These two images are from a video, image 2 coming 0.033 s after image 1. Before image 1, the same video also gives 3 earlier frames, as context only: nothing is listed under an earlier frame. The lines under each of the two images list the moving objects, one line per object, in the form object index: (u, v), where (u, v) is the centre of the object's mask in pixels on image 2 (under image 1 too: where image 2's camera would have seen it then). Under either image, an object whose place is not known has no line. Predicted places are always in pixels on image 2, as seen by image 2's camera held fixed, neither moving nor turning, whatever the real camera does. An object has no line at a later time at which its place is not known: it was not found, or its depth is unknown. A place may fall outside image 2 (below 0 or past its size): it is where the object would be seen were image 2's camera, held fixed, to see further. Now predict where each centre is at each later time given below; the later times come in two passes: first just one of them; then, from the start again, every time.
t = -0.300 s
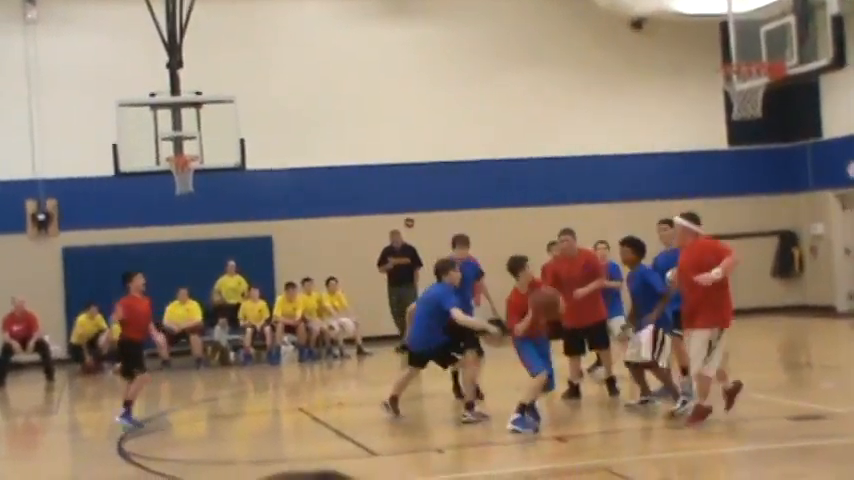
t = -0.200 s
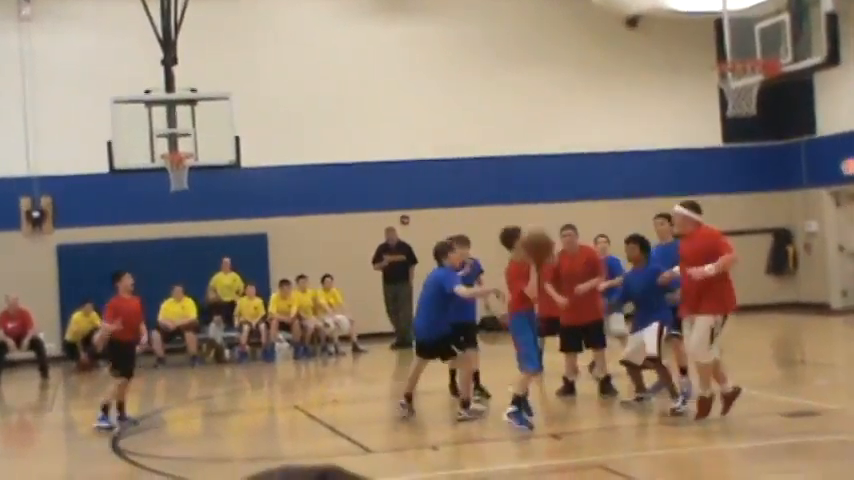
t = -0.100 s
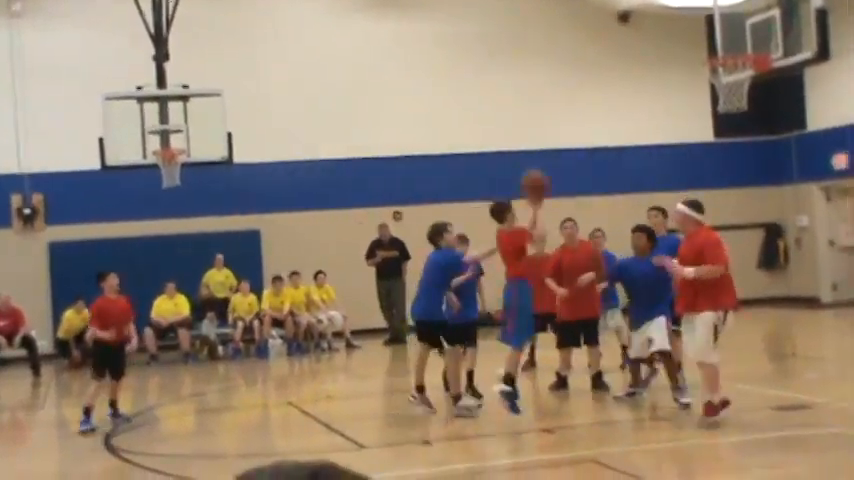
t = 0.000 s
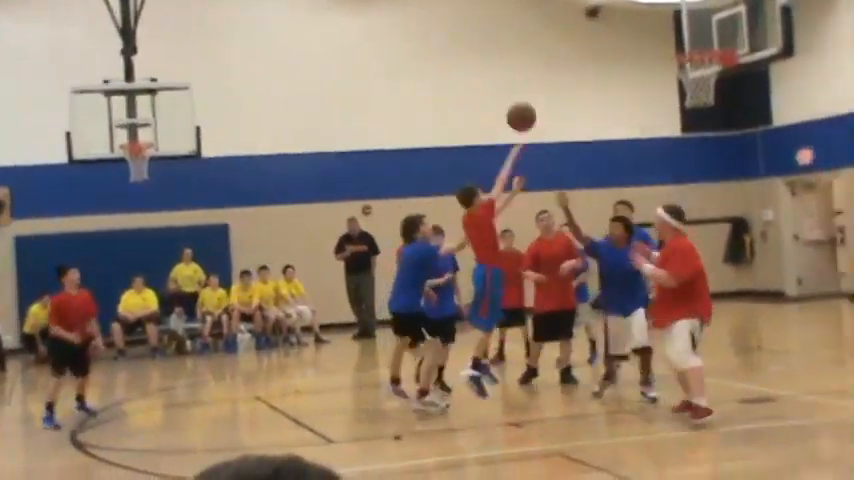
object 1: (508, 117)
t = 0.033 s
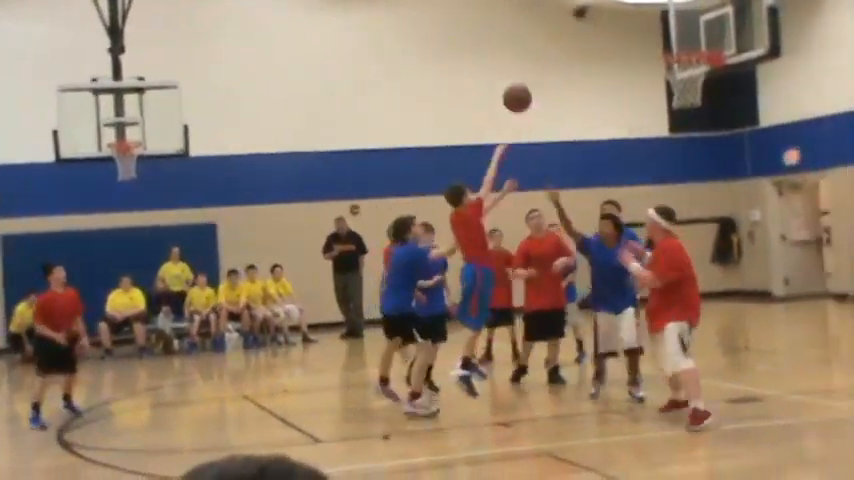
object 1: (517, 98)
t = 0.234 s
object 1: (562, 20)
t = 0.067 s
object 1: (525, 81)
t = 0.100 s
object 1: (534, 66)
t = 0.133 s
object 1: (540, 52)
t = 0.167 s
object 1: (549, 40)
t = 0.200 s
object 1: (556, 29)
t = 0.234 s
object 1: (562, 20)
